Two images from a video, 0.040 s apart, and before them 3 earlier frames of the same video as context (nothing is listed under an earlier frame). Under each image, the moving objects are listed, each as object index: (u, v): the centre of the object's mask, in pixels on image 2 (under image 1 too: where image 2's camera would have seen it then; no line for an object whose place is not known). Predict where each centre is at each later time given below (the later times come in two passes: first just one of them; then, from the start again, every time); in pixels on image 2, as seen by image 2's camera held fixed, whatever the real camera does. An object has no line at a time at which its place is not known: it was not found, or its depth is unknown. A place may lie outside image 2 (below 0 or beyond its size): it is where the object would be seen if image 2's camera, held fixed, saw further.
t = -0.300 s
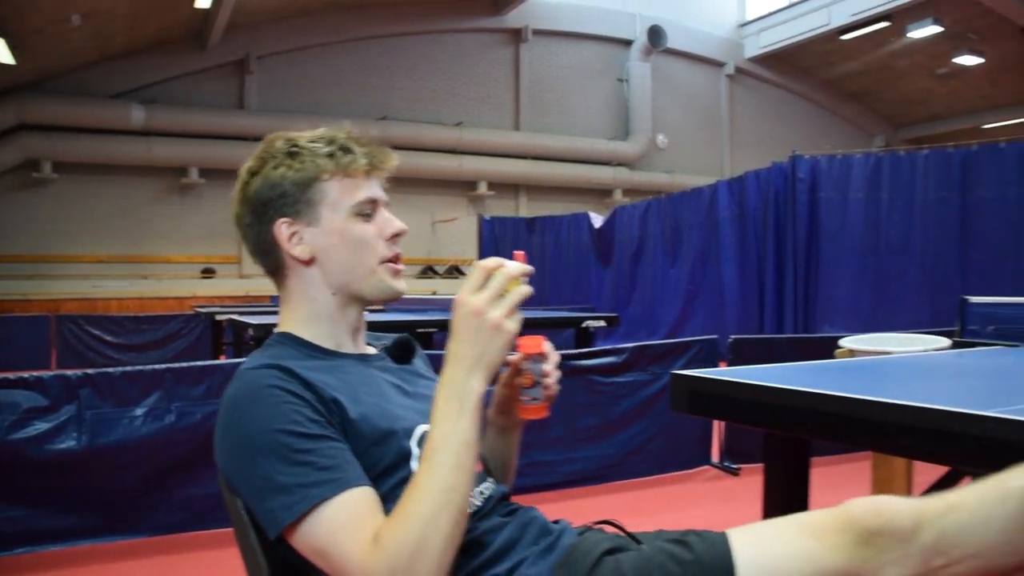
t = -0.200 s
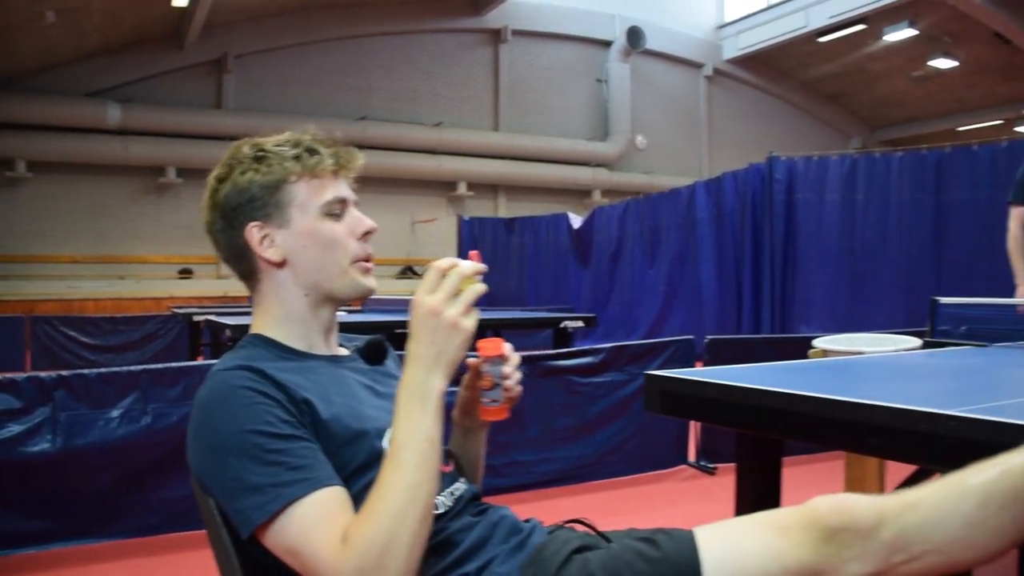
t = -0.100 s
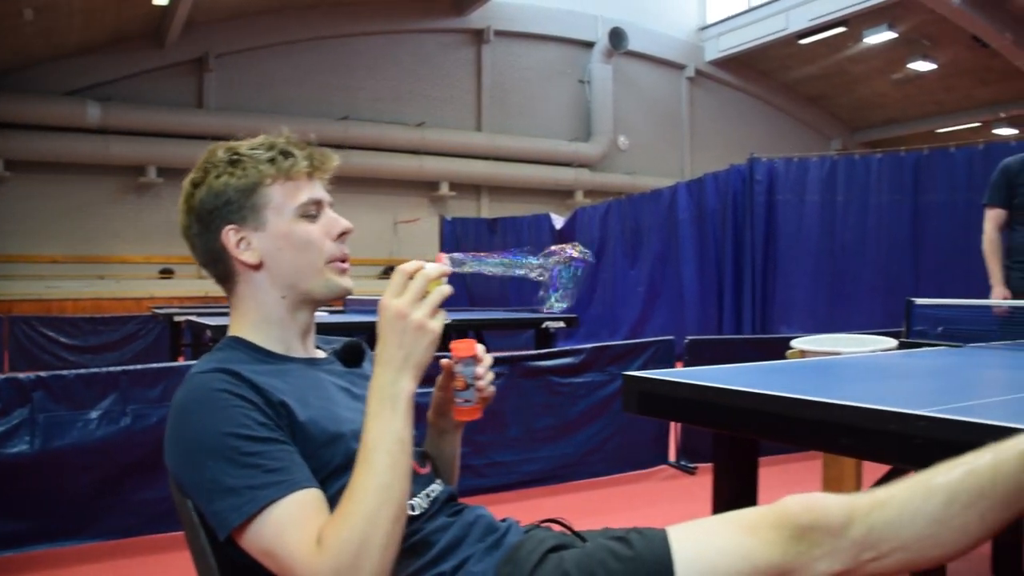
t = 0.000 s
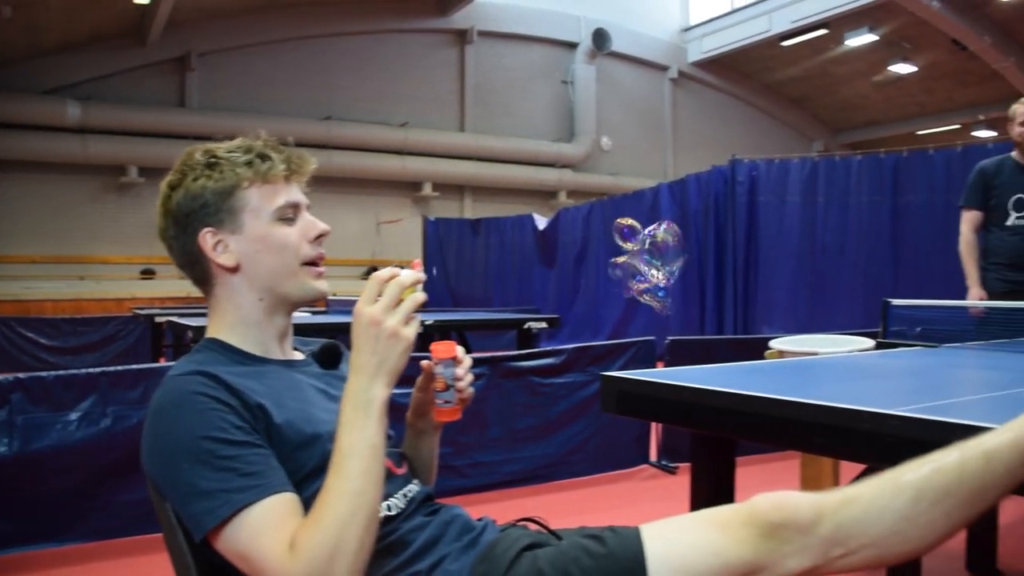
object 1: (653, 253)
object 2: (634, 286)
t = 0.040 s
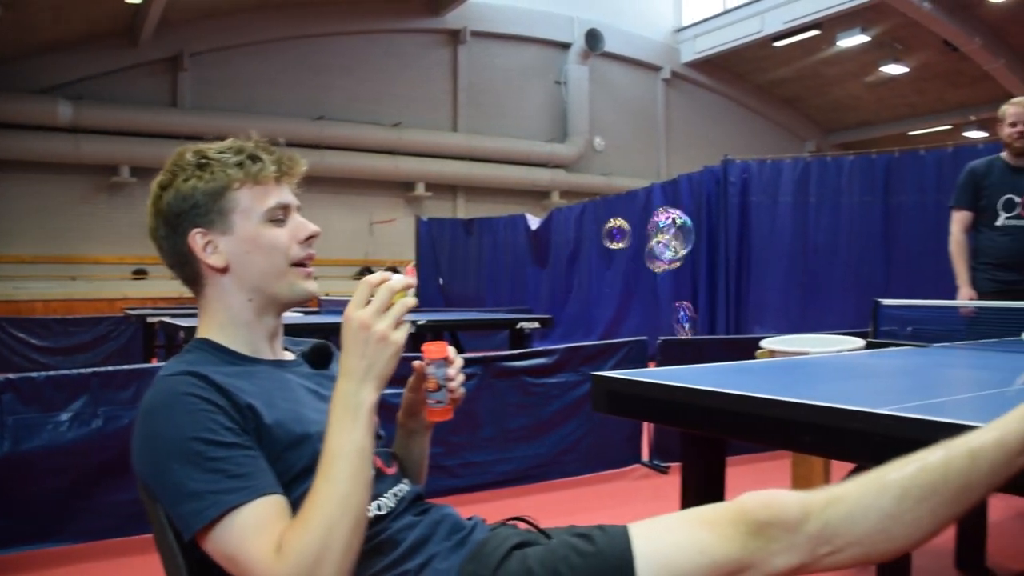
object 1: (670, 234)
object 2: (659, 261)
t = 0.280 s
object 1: (685, 180)
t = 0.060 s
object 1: (676, 225)
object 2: (665, 255)
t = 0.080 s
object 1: (679, 219)
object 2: (670, 238)
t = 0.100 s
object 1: (682, 213)
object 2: (670, 236)
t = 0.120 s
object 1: (684, 203)
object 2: (670, 238)
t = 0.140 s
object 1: (684, 200)
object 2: (670, 240)
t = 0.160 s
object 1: (685, 198)
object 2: (673, 246)
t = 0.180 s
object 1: (685, 194)
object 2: (678, 250)
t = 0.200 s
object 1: (687, 190)
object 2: (685, 258)
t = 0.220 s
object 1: (687, 188)
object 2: (693, 265)
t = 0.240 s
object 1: (686, 185)
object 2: (701, 272)
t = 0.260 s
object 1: (685, 183)
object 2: (711, 278)
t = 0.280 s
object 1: (685, 180)
